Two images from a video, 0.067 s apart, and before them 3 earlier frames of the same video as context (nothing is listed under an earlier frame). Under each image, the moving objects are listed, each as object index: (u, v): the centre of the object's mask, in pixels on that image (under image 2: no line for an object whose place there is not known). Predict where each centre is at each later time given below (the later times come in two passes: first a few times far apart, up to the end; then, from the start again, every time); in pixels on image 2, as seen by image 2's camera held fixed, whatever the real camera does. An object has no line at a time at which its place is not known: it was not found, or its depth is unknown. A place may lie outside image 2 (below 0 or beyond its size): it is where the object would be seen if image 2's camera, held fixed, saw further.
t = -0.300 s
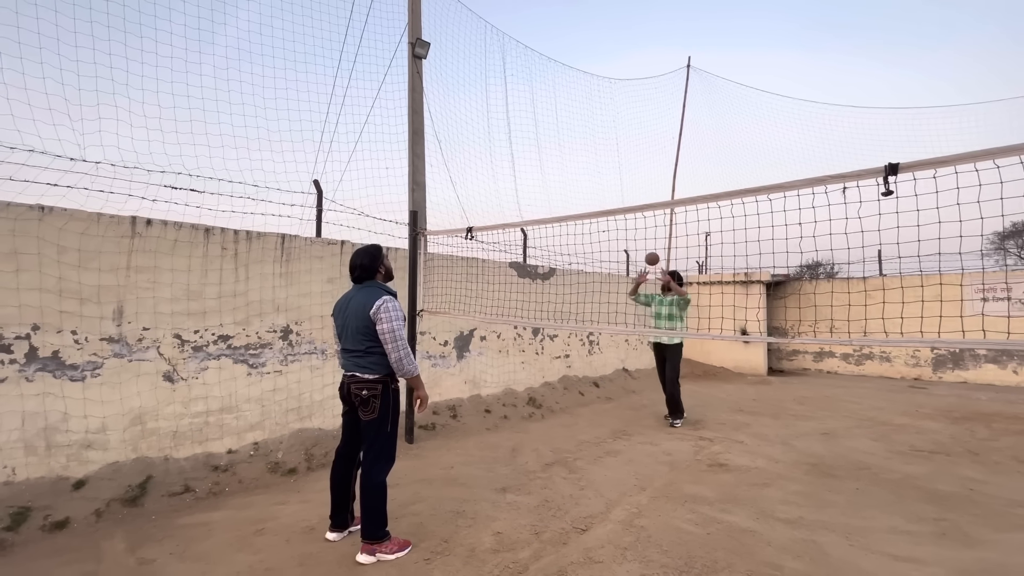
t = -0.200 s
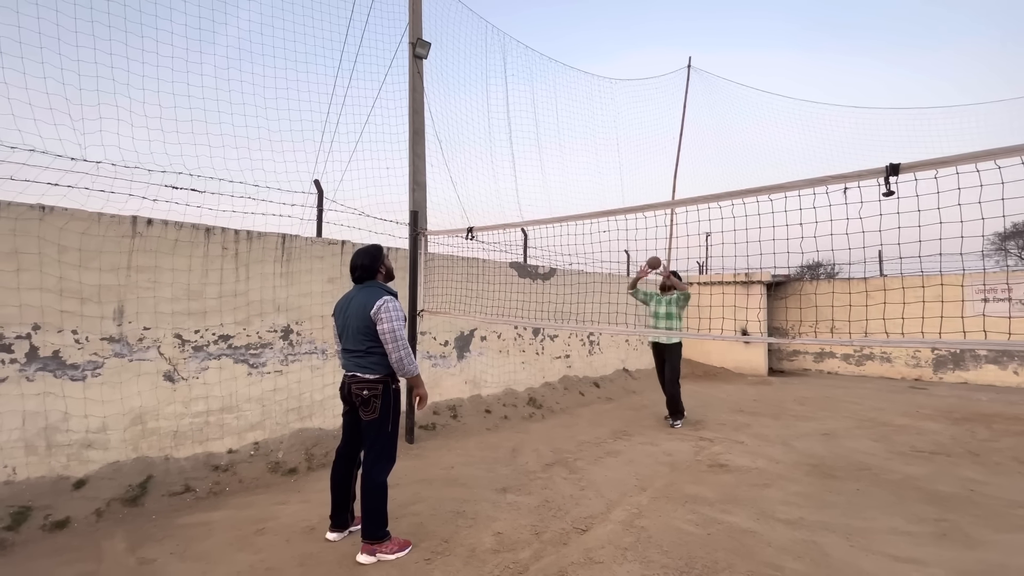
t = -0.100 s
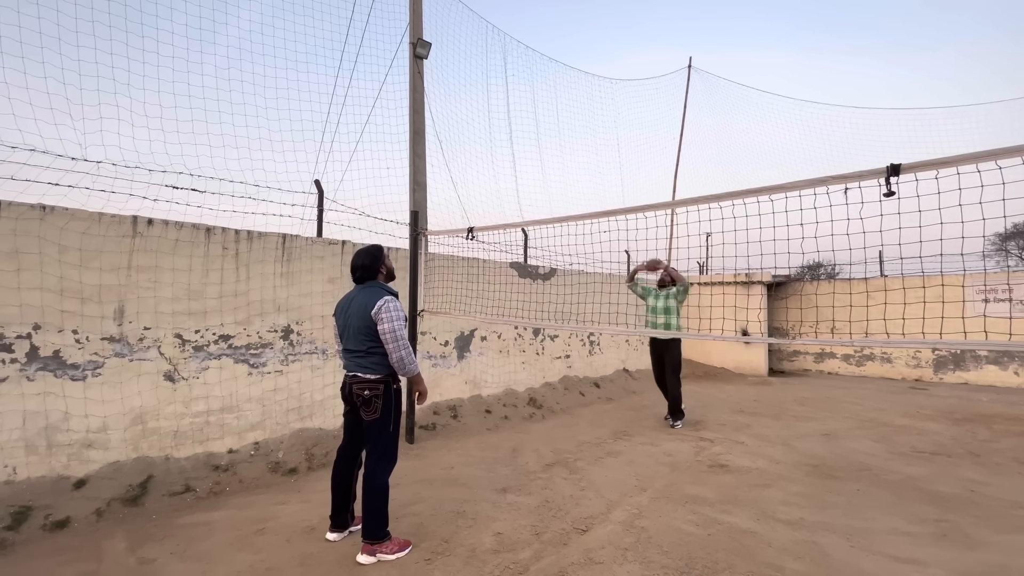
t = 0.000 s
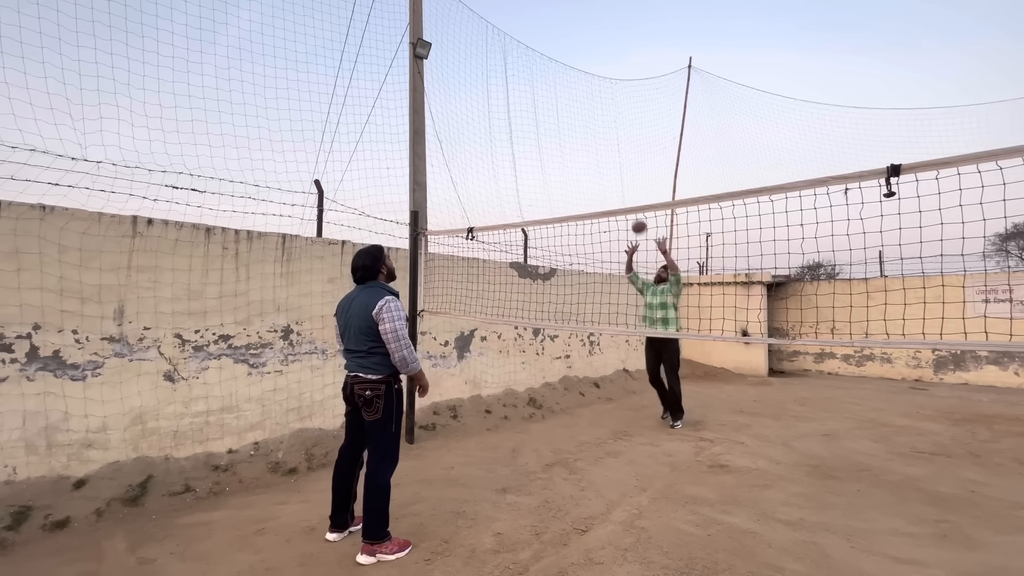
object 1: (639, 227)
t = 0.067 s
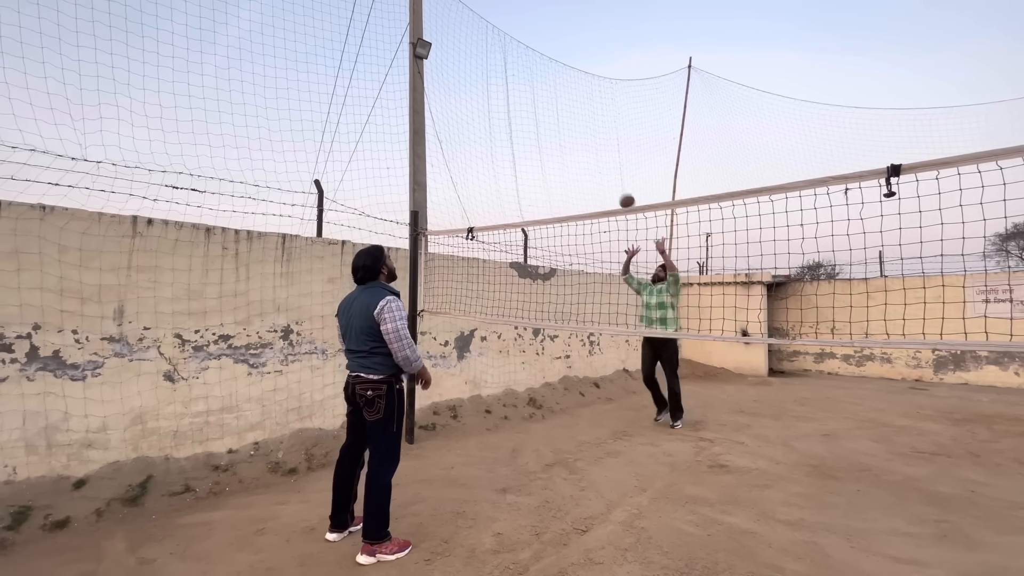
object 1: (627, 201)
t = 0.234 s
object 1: (594, 149)
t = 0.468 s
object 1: (538, 110)
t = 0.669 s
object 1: (476, 119)
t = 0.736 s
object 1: (451, 135)
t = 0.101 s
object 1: (621, 190)
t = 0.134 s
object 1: (614, 178)
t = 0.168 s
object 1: (608, 168)
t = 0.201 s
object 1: (601, 158)
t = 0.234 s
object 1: (594, 149)
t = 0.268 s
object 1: (587, 141)
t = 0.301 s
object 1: (579, 133)
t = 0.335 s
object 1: (572, 127)
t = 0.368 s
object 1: (564, 121)
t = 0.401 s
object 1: (555, 116)
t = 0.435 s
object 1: (547, 112)
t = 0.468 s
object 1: (538, 110)
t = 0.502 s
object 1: (529, 108)
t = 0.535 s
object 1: (519, 107)
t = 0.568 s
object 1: (509, 108)
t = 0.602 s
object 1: (498, 110)
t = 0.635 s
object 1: (487, 114)
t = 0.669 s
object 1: (476, 119)
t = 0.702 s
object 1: (464, 126)
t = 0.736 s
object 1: (451, 135)
